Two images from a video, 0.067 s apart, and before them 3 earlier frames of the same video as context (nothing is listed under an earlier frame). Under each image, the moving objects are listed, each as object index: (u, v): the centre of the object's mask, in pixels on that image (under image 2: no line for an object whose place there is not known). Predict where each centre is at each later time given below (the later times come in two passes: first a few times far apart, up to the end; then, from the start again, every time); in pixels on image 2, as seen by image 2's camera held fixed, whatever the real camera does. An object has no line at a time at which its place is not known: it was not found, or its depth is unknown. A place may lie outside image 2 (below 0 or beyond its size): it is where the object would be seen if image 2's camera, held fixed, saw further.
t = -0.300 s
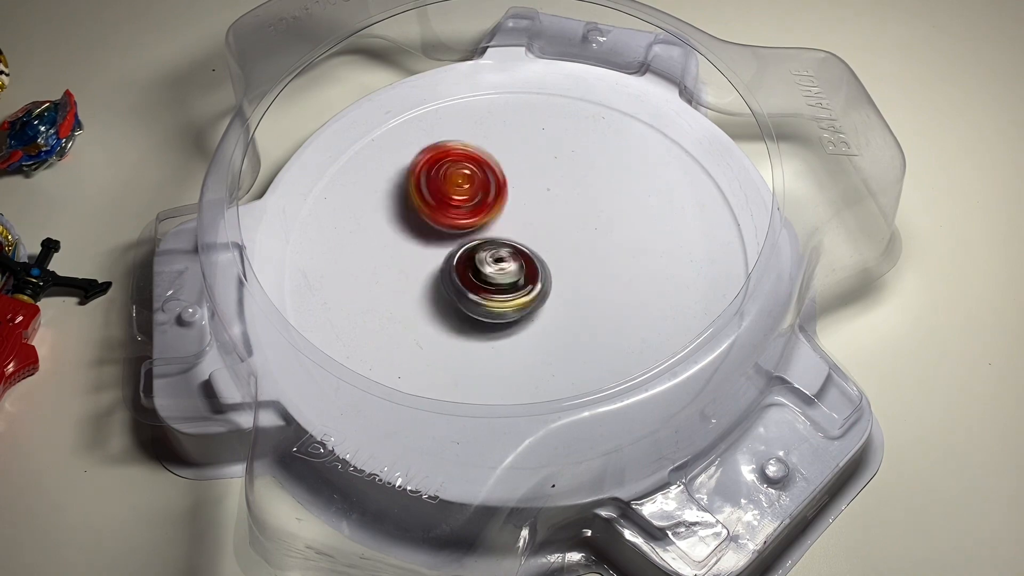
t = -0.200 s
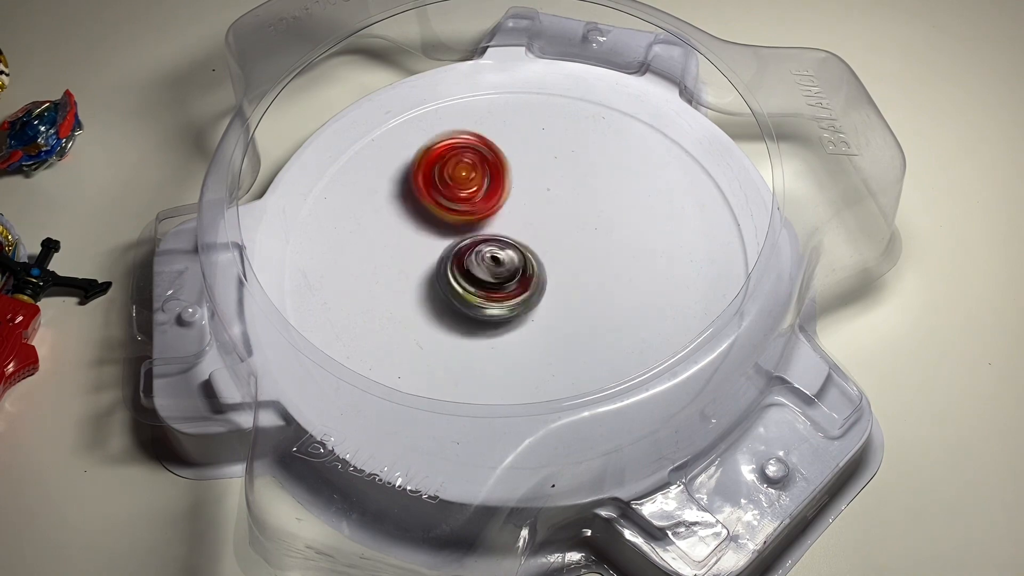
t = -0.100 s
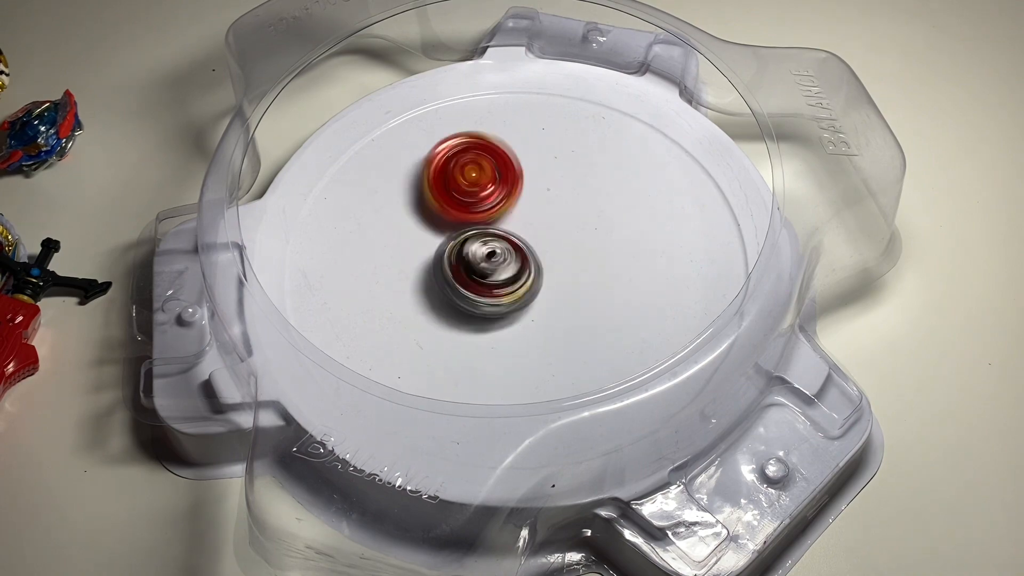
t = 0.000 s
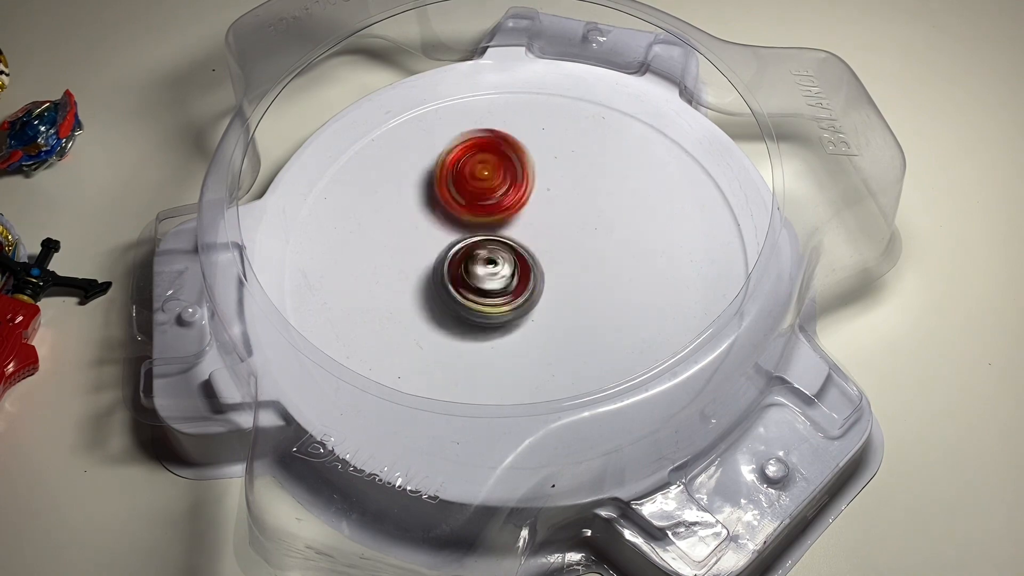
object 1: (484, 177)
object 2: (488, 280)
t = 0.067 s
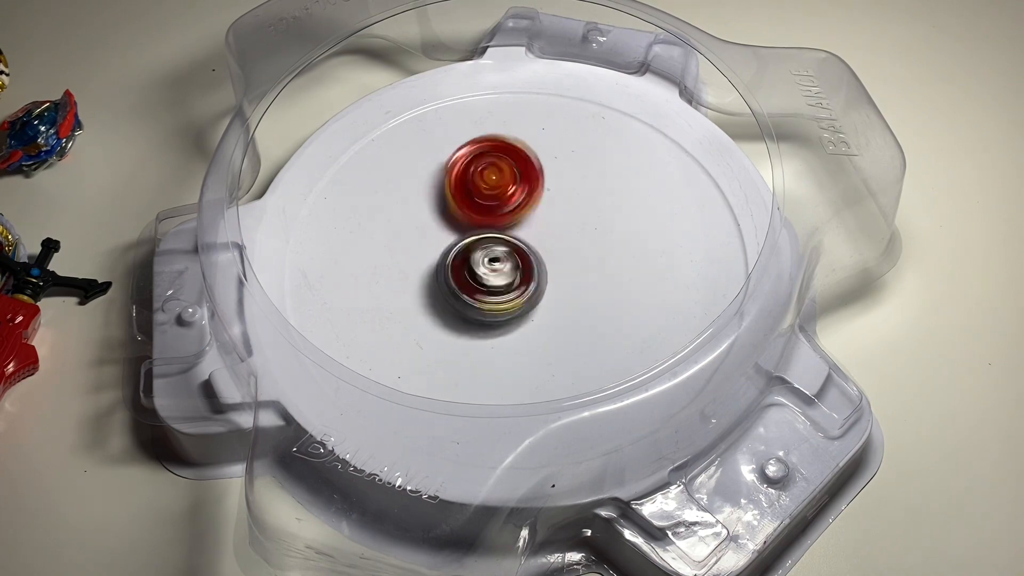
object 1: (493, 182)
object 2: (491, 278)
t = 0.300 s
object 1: (525, 188)
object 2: (490, 310)
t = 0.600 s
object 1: (533, 218)
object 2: (506, 313)
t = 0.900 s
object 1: (550, 199)
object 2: (503, 297)
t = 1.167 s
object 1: (568, 191)
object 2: (494, 276)
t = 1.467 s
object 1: (574, 208)
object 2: (480, 277)
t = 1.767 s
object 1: (550, 213)
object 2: (474, 274)
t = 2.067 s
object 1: (579, 206)
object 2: (488, 262)
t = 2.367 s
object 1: (576, 213)
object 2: (488, 279)
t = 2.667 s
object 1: (567, 235)
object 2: (461, 277)
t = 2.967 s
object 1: (564, 244)
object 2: (453, 262)
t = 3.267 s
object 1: (581, 254)
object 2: (481, 254)
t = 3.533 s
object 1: (582, 270)
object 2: (493, 243)
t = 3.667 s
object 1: (580, 271)
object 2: (495, 233)
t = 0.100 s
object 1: (497, 183)
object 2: (492, 278)
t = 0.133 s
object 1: (502, 184)
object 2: (492, 282)
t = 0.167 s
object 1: (505, 188)
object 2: (494, 284)
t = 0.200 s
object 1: (509, 192)
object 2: (495, 284)
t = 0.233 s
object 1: (515, 186)
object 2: (492, 296)
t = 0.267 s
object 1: (522, 184)
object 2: (492, 303)
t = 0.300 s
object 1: (525, 188)
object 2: (490, 310)
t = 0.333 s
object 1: (526, 194)
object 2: (490, 313)
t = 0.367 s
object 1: (527, 199)
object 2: (493, 314)
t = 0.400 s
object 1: (527, 204)
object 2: (495, 313)
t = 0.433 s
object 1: (528, 211)
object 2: (497, 312)
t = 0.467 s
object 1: (528, 217)
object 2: (500, 311)
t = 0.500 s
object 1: (530, 218)
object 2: (501, 311)
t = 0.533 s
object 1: (532, 218)
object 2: (502, 313)
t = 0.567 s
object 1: (533, 217)
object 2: (504, 315)
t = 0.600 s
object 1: (533, 218)
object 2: (506, 313)
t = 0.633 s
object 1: (532, 220)
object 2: (507, 311)
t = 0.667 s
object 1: (534, 218)
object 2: (508, 309)
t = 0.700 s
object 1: (536, 216)
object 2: (509, 310)
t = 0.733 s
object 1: (539, 215)
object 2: (509, 308)
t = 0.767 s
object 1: (538, 215)
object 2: (511, 305)
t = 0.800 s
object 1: (543, 211)
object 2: (509, 303)
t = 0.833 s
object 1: (546, 204)
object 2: (505, 304)
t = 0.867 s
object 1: (549, 201)
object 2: (504, 302)
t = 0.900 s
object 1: (550, 199)
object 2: (503, 297)
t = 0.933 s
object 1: (551, 195)
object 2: (504, 292)
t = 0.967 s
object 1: (553, 194)
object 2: (505, 287)
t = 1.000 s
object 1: (554, 193)
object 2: (505, 281)
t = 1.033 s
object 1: (558, 191)
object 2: (505, 277)
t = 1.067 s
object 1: (563, 187)
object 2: (501, 279)
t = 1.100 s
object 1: (565, 189)
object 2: (497, 278)
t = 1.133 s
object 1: (566, 190)
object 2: (495, 279)
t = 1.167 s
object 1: (568, 191)
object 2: (494, 276)
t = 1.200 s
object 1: (568, 194)
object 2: (494, 274)
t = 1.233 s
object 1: (569, 196)
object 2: (495, 272)
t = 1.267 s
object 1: (569, 199)
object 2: (497, 271)
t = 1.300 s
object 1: (576, 196)
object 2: (491, 274)
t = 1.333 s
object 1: (580, 197)
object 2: (484, 276)
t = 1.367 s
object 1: (580, 199)
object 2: (482, 278)
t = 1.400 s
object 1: (579, 202)
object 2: (481, 277)
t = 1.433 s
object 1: (576, 205)
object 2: (479, 278)
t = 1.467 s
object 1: (574, 208)
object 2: (480, 277)
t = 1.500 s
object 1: (570, 211)
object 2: (479, 276)
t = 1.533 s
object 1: (566, 213)
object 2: (481, 277)
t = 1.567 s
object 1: (562, 215)
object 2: (482, 276)
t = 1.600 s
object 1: (557, 217)
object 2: (483, 278)
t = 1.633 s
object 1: (554, 216)
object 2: (483, 278)
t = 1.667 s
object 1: (553, 216)
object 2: (478, 278)
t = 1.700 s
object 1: (551, 215)
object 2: (477, 278)
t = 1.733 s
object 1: (549, 215)
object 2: (475, 275)
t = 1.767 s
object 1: (550, 213)
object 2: (474, 274)
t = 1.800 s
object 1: (551, 212)
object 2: (473, 273)
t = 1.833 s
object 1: (553, 212)
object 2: (473, 273)
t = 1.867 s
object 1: (557, 215)
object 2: (474, 271)
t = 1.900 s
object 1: (564, 214)
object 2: (473, 269)
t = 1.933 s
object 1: (572, 212)
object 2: (474, 267)
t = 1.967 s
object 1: (577, 208)
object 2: (476, 266)
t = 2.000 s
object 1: (580, 206)
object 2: (480, 264)
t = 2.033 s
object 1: (581, 206)
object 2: (482, 263)
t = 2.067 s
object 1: (579, 206)
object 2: (488, 262)
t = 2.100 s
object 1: (578, 203)
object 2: (489, 262)
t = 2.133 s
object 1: (578, 203)
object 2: (493, 263)
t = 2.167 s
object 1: (580, 202)
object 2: (494, 264)
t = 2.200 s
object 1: (578, 204)
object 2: (498, 266)
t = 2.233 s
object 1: (576, 204)
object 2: (499, 267)
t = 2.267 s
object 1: (578, 206)
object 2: (498, 270)
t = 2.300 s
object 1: (580, 207)
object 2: (493, 274)
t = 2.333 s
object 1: (578, 210)
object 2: (492, 276)
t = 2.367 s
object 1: (576, 213)
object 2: (488, 279)
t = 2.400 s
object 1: (573, 217)
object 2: (487, 280)
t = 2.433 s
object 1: (568, 222)
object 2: (483, 281)
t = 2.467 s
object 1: (563, 227)
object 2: (483, 281)
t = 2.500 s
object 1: (562, 229)
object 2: (480, 282)
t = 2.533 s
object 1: (562, 231)
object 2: (476, 281)
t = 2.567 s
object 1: (568, 232)
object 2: (470, 281)
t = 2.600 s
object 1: (571, 236)
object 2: (468, 280)
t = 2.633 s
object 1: (569, 235)
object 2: (465, 279)
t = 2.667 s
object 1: (567, 235)
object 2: (461, 277)
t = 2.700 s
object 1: (566, 233)
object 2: (455, 276)
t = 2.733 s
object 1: (565, 230)
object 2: (452, 274)
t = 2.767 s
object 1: (565, 229)
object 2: (450, 272)
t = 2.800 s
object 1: (565, 230)
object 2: (449, 270)
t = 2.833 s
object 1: (565, 232)
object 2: (449, 268)
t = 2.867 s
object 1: (567, 235)
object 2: (448, 267)
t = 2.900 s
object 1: (566, 237)
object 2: (450, 265)
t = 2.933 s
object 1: (566, 240)
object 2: (450, 264)
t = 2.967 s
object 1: (564, 244)
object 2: (453, 262)
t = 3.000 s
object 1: (560, 246)
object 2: (454, 260)
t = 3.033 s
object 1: (562, 245)
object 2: (456, 260)
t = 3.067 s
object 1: (566, 246)
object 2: (456, 258)
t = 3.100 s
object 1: (575, 251)
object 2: (456, 256)
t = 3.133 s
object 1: (579, 253)
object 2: (459, 255)
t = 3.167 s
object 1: (582, 252)
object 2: (463, 253)
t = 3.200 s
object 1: (581, 254)
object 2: (470, 252)
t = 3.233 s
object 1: (580, 255)
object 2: (476, 253)
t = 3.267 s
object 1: (581, 254)
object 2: (481, 254)
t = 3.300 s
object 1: (582, 253)
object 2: (487, 254)
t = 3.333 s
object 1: (582, 260)
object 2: (489, 252)
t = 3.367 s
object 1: (582, 266)
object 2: (490, 251)
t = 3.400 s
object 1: (582, 269)
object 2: (492, 251)
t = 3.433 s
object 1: (582, 271)
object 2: (490, 249)
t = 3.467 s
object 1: (582, 272)
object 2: (491, 246)
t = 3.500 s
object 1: (582, 272)
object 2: (494, 244)
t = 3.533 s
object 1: (582, 270)
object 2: (493, 243)
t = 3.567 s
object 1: (581, 270)
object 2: (494, 241)
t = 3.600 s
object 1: (580, 271)
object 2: (494, 239)
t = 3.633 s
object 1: (580, 271)
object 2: (493, 236)
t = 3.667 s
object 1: (580, 271)
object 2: (495, 233)
